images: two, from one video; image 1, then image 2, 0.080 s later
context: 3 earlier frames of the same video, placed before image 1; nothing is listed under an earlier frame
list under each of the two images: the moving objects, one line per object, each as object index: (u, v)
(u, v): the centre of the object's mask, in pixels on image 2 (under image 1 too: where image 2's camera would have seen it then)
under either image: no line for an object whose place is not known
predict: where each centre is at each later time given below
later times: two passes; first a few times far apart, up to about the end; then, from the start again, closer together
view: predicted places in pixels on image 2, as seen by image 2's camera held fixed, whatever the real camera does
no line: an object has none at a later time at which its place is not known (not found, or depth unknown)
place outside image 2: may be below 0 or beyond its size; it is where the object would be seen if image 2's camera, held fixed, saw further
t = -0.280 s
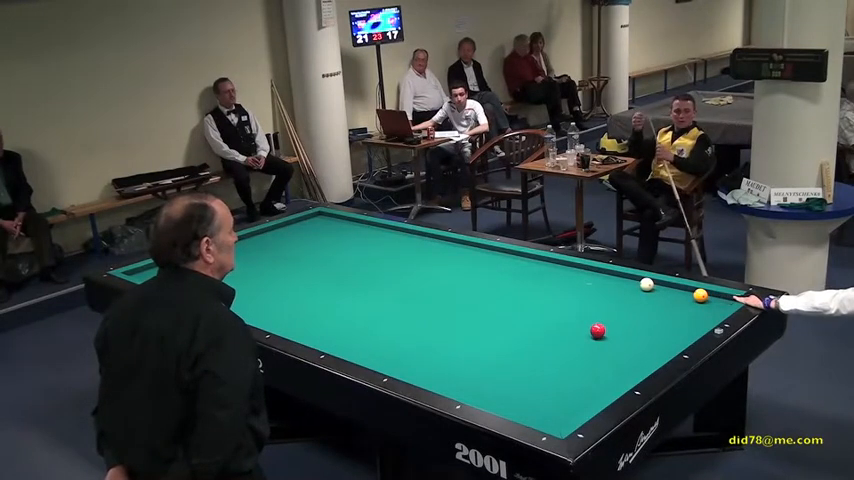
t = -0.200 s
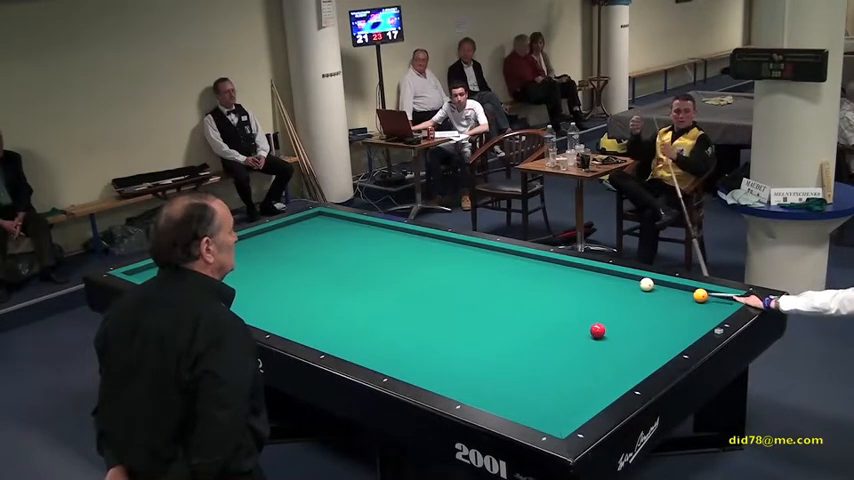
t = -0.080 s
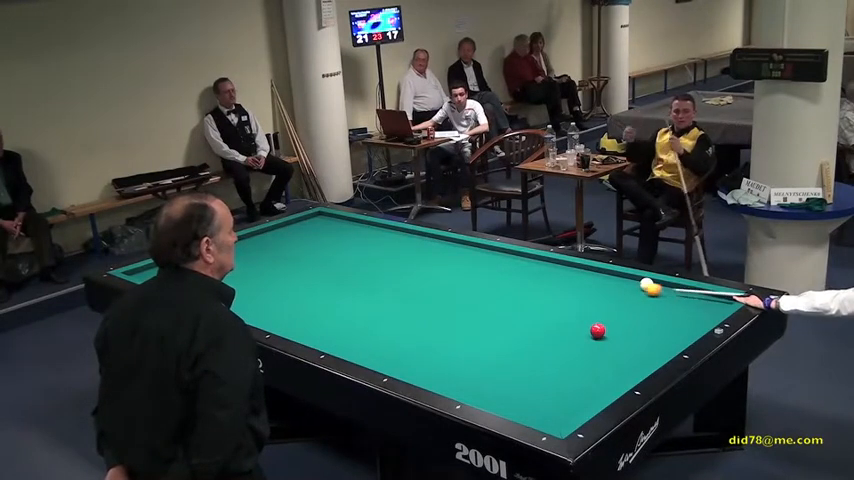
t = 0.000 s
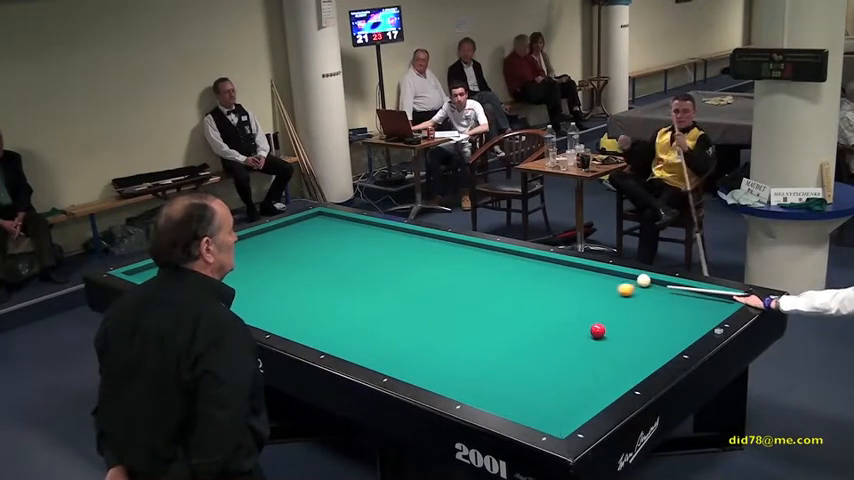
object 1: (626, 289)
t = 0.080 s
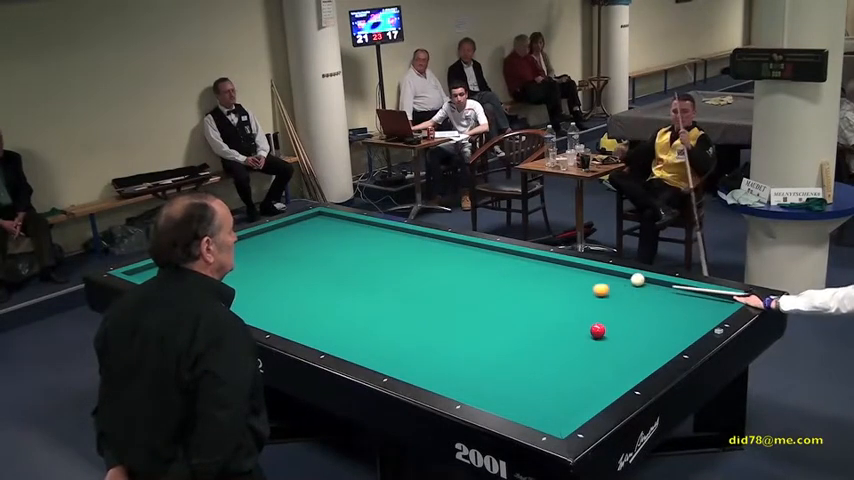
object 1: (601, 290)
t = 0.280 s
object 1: (543, 290)
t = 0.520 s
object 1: (475, 290)
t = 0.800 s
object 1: (400, 290)
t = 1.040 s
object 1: (338, 290)
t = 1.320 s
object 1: (268, 290)
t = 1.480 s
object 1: (234, 288)
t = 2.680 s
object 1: (233, 259)
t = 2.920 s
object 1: (263, 256)
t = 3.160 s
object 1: (296, 254)
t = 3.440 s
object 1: (334, 251)
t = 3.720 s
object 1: (371, 249)
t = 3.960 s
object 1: (402, 247)
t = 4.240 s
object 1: (437, 245)
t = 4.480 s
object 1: (465, 243)
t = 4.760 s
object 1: (473, 251)
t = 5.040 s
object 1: (482, 259)
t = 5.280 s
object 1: (490, 265)
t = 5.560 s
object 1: (498, 273)
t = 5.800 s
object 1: (506, 280)
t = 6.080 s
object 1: (515, 289)
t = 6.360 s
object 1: (525, 298)
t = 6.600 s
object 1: (533, 305)
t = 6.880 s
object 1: (543, 315)
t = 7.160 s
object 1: (553, 324)
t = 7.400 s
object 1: (562, 333)
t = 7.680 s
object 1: (572, 343)
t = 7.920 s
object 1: (582, 351)
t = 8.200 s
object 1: (593, 361)
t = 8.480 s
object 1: (603, 372)
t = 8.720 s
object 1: (612, 380)
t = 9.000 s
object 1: (604, 384)
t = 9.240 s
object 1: (591, 385)
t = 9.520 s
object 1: (576, 386)
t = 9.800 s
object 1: (563, 387)
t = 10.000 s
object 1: (554, 387)
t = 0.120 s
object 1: (589, 290)
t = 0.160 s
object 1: (578, 290)
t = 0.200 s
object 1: (566, 290)
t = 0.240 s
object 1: (554, 290)
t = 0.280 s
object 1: (543, 290)
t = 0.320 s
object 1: (531, 290)
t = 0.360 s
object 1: (520, 290)
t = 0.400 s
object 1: (509, 290)
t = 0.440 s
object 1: (497, 290)
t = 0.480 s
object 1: (487, 290)
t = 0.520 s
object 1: (475, 290)
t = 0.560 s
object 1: (464, 290)
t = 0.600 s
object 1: (453, 290)
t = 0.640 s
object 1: (443, 290)
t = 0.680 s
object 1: (432, 290)
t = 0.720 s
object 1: (421, 290)
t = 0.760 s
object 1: (411, 290)
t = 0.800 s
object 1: (400, 290)
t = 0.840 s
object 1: (389, 290)
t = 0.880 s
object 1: (379, 290)
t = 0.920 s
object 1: (369, 290)
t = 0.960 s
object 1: (358, 290)
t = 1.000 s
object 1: (348, 290)
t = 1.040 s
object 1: (338, 290)
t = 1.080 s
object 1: (328, 290)
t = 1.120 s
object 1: (318, 290)
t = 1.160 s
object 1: (307, 290)
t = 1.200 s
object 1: (298, 290)
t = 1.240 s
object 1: (288, 290)
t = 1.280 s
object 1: (278, 290)
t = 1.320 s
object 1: (268, 290)
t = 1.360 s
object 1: (259, 290)
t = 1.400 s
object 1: (249, 290)
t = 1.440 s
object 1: (240, 290)
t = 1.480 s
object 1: (234, 288)
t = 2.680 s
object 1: (233, 259)
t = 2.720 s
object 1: (237, 258)
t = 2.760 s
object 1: (241, 258)
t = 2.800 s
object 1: (247, 257)
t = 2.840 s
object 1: (252, 257)
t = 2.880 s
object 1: (257, 257)
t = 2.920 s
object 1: (263, 256)
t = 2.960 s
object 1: (268, 256)
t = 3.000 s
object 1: (274, 256)
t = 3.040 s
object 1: (280, 255)
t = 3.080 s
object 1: (285, 255)
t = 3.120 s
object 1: (290, 254)
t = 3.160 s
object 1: (296, 254)
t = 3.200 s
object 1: (301, 253)
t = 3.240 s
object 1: (307, 253)
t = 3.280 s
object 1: (312, 253)
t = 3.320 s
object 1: (318, 253)
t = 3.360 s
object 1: (323, 252)
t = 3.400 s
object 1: (328, 252)
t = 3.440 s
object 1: (334, 251)
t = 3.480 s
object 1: (339, 251)
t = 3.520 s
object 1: (344, 251)
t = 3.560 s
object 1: (349, 250)
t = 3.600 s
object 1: (355, 250)
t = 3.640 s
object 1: (360, 249)
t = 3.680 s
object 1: (366, 249)
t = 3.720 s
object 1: (371, 249)
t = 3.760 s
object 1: (376, 249)
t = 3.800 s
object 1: (381, 248)
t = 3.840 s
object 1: (386, 248)
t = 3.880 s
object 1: (392, 248)
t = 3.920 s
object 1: (397, 247)
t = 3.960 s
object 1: (402, 247)
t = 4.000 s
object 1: (407, 247)
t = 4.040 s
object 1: (412, 246)
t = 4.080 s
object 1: (417, 246)
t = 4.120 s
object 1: (422, 246)
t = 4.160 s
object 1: (427, 245)
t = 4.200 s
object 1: (432, 245)
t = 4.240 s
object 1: (437, 245)
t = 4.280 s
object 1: (442, 244)
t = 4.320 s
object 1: (447, 244)
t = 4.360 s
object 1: (452, 243)
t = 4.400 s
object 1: (457, 243)
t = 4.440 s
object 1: (462, 243)
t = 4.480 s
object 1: (465, 243)
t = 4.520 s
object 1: (466, 244)
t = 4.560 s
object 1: (467, 246)
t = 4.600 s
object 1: (468, 246)
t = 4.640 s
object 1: (470, 247)
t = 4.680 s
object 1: (471, 248)
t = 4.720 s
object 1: (472, 250)
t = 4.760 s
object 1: (473, 251)
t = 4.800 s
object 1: (474, 252)
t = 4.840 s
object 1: (476, 253)
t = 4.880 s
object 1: (477, 254)
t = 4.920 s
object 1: (478, 255)
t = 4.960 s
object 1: (479, 256)
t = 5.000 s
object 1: (481, 257)
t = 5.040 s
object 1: (482, 259)
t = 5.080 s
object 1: (483, 260)
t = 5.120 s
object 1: (484, 261)
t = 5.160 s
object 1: (486, 262)
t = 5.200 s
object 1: (487, 263)
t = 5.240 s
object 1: (488, 264)
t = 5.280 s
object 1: (490, 265)
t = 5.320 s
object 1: (491, 266)
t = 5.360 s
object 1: (492, 267)
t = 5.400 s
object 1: (493, 268)
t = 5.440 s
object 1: (494, 270)
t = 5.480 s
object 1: (495, 271)
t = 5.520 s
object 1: (497, 272)
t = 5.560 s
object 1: (498, 273)
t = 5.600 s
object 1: (500, 274)
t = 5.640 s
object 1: (501, 276)
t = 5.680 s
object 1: (502, 277)
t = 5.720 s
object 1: (503, 278)
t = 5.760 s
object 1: (505, 279)
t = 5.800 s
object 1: (506, 280)
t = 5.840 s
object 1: (507, 281)
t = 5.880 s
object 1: (509, 283)
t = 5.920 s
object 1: (510, 284)
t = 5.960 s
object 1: (511, 285)
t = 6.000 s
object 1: (513, 286)
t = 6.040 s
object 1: (514, 288)
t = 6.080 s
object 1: (515, 289)
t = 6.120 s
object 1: (517, 290)
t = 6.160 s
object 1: (518, 291)
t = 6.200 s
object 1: (519, 293)
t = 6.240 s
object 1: (521, 294)
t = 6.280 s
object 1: (522, 295)
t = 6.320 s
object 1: (524, 297)
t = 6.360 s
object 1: (525, 298)
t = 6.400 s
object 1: (526, 299)
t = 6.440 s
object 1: (528, 300)
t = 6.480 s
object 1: (529, 302)
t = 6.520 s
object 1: (530, 303)
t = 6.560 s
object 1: (532, 304)
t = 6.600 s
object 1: (533, 305)
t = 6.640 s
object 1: (535, 307)
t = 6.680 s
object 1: (536, 308)
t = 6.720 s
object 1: (537, 309)
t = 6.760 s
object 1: (539, 311)
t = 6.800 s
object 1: (540, 312)
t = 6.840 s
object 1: (542, 313)
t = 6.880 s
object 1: (543, 315)
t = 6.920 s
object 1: (545, 316)
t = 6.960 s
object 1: (546, 317)
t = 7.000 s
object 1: (548, 319)
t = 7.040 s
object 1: (549, 320)
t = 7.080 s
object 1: (550, 321)
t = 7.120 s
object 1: (552, 323)
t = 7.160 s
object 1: (553, 324)
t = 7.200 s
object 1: (555, 325)
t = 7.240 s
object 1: (556, 327)
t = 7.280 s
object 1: (558, 328)
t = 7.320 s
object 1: (559, 330)
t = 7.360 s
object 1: (561, 331)
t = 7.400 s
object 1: (562, 333)
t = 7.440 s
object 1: (564, 334)
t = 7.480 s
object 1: (565, 335)
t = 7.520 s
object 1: (567, 337)
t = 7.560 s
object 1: (568, 338)
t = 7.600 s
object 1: (569, 340)
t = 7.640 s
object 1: (571, 341)
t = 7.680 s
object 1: (572, 343)
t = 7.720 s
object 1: (574, 344)
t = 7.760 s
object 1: (576, 345)
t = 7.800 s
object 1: (577, 347)
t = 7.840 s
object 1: (579, 348)
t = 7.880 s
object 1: (580, 350)
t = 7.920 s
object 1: (582, 351)
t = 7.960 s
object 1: (583, 352)
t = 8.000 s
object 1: (585, 354)
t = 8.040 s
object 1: (586, 356)
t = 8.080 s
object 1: (588, 357)
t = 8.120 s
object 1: (589, 358)
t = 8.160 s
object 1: (591, 360)
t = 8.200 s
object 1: (593, 361)
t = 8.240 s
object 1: (594, 363)
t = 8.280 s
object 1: (595, 364)
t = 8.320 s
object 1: (597, 366)
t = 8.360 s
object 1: (599, 367)
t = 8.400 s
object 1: (600, 369)
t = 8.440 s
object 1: (602, 370)
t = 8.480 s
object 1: (603, 372)
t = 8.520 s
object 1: (605, 373)
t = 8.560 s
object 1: (606, 374)
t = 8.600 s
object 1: (608, 376)
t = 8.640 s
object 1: (609, 377)
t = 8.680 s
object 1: (610, 379)
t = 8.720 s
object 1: (612, 380)
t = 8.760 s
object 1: (613, 381)
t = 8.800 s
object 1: (614, 382)
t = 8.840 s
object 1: (612, 382)
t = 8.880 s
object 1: (610, 383)
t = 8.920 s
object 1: (608, 383)
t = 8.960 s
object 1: (606, 384)
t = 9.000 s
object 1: (604, 384)
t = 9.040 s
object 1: (602, 384)
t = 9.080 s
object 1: (599, 384)
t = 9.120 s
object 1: (597, 385)
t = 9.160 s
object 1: (595, 385)
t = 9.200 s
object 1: (593, 385)
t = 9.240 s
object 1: (591, 385)
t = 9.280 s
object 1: (589, 385)
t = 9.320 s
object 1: (587, 385)
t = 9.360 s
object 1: (585, 385)
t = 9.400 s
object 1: (583, 386)
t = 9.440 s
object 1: (580, 386)
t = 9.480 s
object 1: (578, 386)
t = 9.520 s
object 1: (576, 386)
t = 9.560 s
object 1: (575, 386)
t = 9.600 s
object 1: (573, 386)
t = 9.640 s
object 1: (571, 386)
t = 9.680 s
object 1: (569, 386)
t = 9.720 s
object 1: (567, 387)
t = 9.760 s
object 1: (565, 387)
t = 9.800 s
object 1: (563, 387)
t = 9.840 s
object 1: (561, 387)
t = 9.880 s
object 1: (559, 387)
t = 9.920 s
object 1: (557, 387)
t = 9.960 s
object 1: (556, 387)
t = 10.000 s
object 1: (554, 387)
